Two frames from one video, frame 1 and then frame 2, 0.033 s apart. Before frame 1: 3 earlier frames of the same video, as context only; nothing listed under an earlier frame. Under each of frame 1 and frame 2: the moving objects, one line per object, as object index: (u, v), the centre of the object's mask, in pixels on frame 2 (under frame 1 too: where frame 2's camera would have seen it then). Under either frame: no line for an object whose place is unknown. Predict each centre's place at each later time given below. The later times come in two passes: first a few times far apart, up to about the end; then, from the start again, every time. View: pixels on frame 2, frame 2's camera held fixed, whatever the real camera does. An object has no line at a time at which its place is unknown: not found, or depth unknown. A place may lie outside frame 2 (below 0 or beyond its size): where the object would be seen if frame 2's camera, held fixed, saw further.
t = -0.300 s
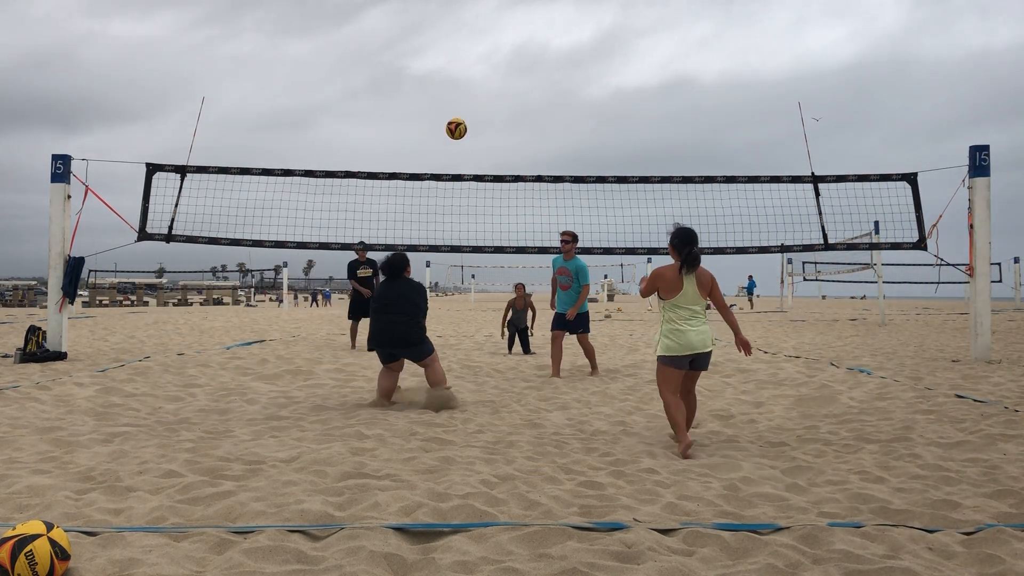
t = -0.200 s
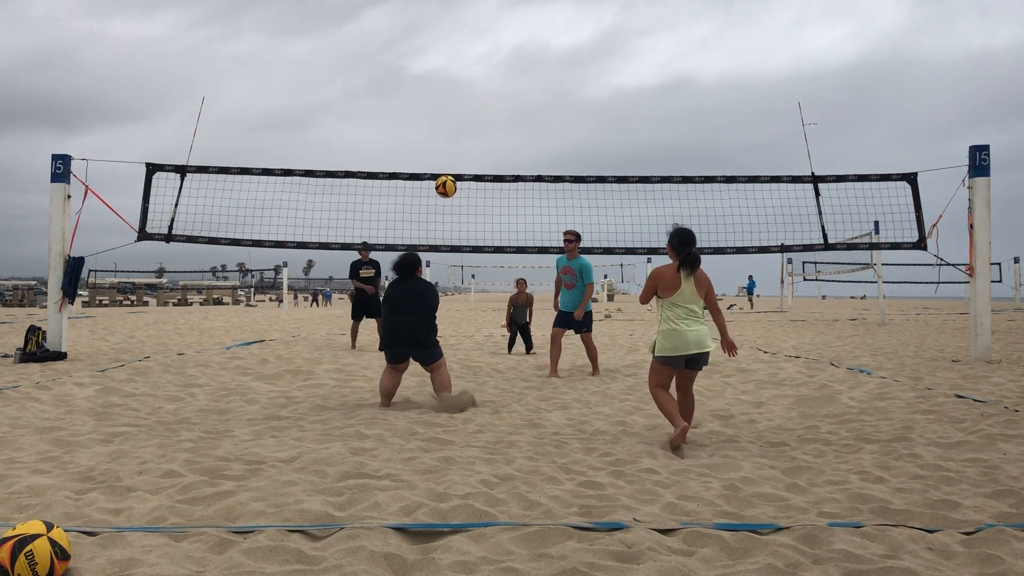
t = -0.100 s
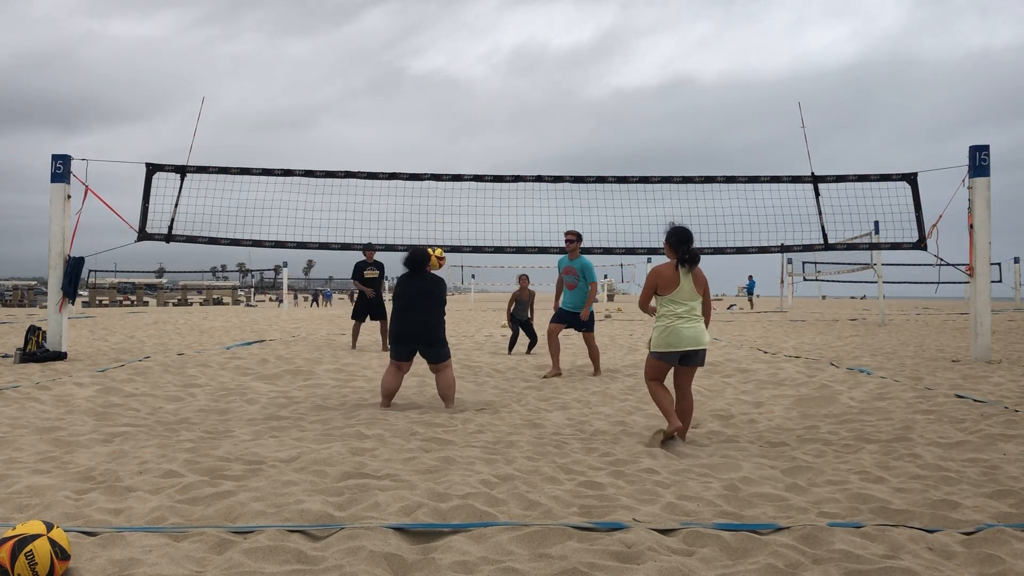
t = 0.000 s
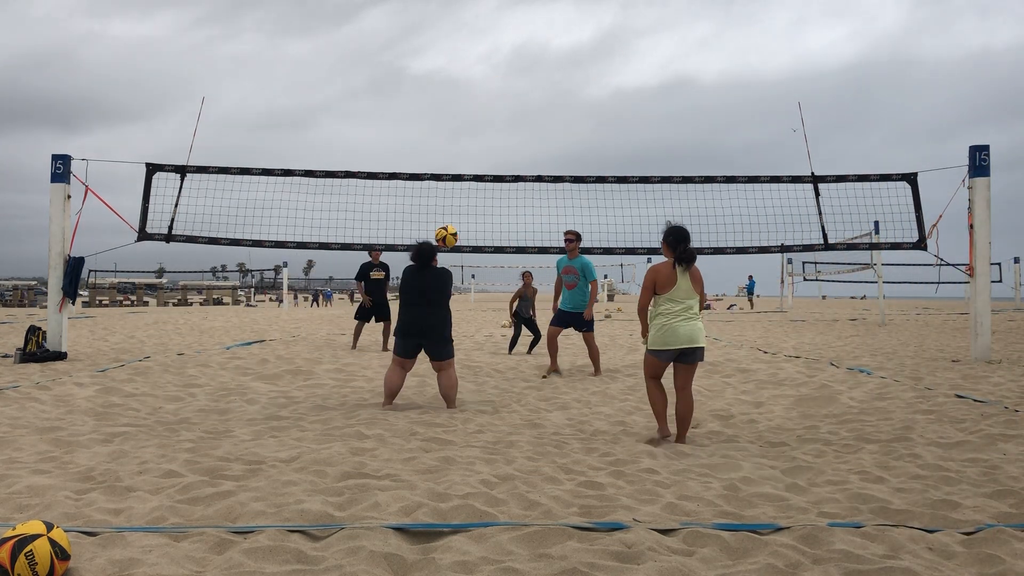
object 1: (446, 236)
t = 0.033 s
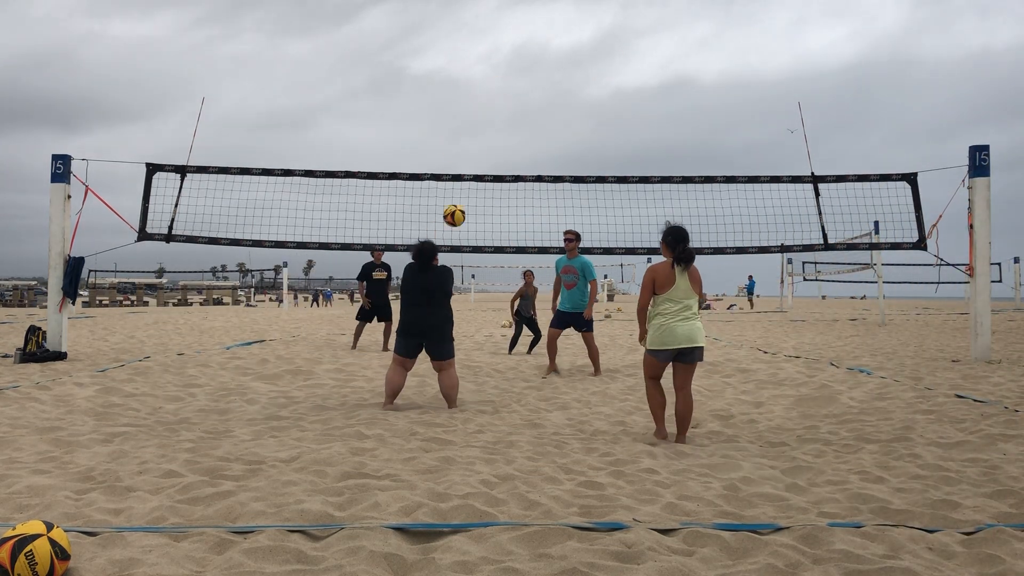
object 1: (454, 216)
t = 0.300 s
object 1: (508, 97)
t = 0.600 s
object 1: (556, 60)
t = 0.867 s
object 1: (588, 98)
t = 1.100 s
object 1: (609, 178)
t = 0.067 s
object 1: (462, 196)
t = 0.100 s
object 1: (469, 178)
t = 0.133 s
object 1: (476, 161)
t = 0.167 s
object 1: (483, 146)
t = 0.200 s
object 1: (490, 132)
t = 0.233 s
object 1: (496, 119)
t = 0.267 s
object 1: (502, 107)
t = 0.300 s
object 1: (508, 97)
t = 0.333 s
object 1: (514, 89)
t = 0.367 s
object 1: (520, 81)
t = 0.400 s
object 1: (526, 75)
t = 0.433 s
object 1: (531, 70)
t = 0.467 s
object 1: (536, 66)
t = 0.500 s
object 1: (541, 63)
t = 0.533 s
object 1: (546, 60)
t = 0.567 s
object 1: (551, 60)
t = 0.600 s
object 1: (556, 60)
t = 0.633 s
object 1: (561, 61)
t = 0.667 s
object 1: (565, 63)
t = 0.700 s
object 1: (569, 67)
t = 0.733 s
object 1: (573, 71)
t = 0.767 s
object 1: (577, 76)
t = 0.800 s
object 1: (581, 82)
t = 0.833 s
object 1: (585, 90)
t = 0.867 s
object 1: (588, 98)
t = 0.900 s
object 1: (591, 107)
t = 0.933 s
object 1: (595, 117)
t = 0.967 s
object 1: (598, 127)
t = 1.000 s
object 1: (601, 139)
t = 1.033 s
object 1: (604, 151)
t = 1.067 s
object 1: (606, 164)
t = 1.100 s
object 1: (609, 178)
